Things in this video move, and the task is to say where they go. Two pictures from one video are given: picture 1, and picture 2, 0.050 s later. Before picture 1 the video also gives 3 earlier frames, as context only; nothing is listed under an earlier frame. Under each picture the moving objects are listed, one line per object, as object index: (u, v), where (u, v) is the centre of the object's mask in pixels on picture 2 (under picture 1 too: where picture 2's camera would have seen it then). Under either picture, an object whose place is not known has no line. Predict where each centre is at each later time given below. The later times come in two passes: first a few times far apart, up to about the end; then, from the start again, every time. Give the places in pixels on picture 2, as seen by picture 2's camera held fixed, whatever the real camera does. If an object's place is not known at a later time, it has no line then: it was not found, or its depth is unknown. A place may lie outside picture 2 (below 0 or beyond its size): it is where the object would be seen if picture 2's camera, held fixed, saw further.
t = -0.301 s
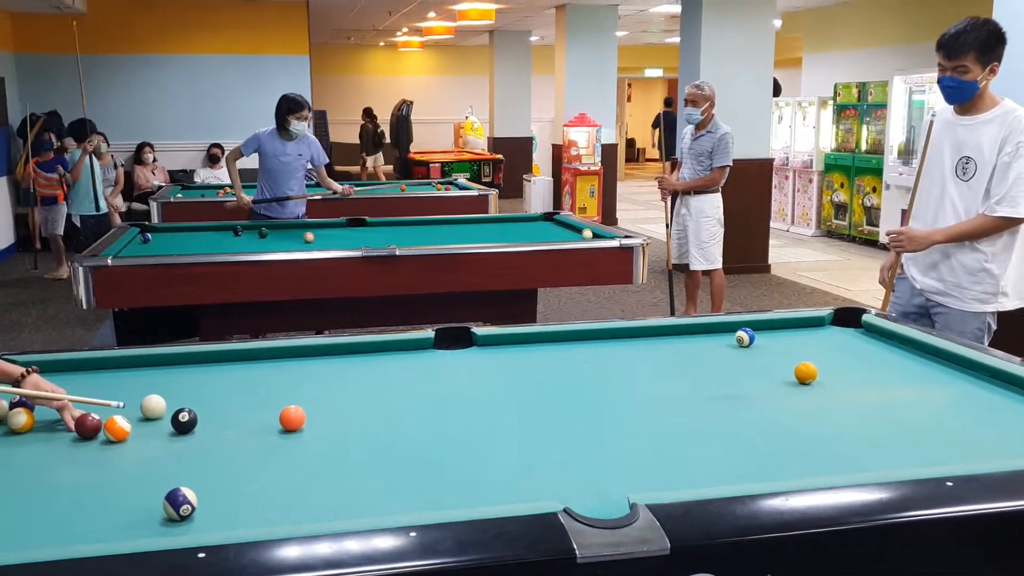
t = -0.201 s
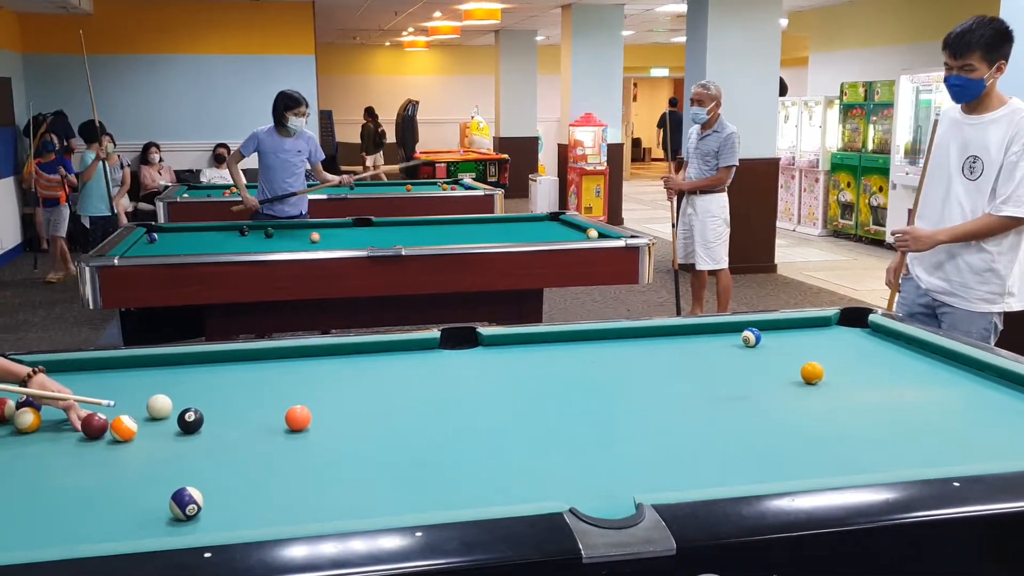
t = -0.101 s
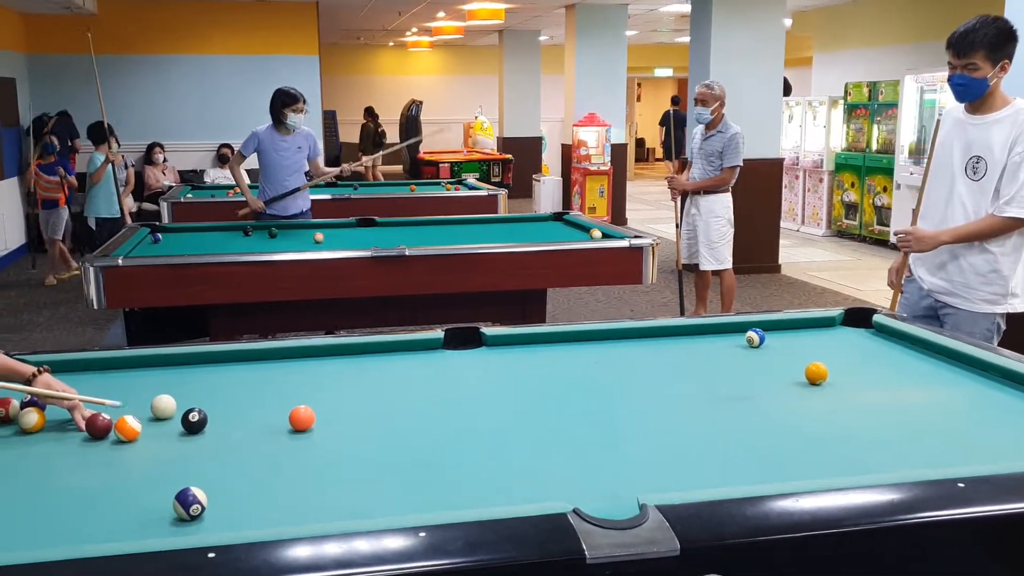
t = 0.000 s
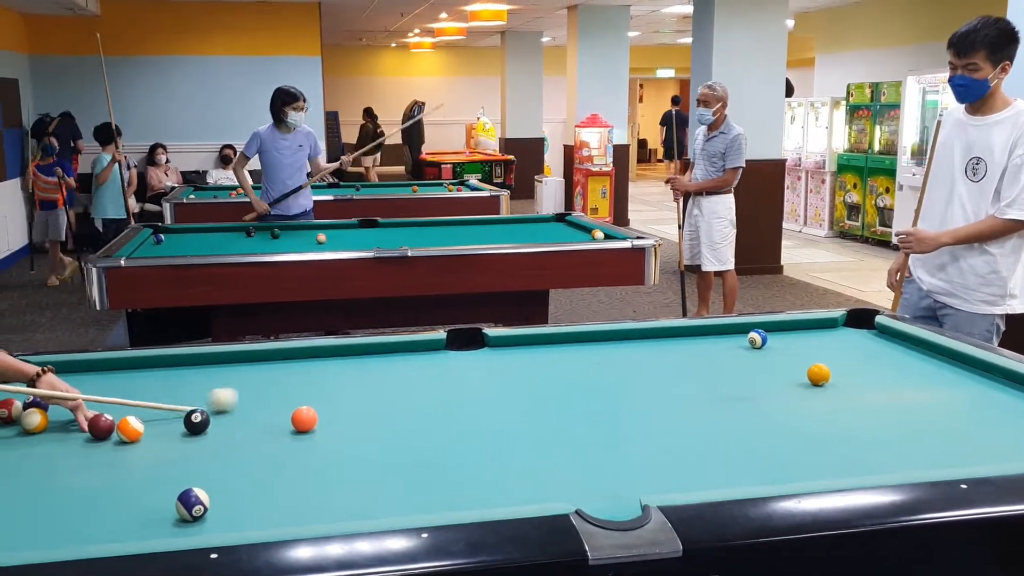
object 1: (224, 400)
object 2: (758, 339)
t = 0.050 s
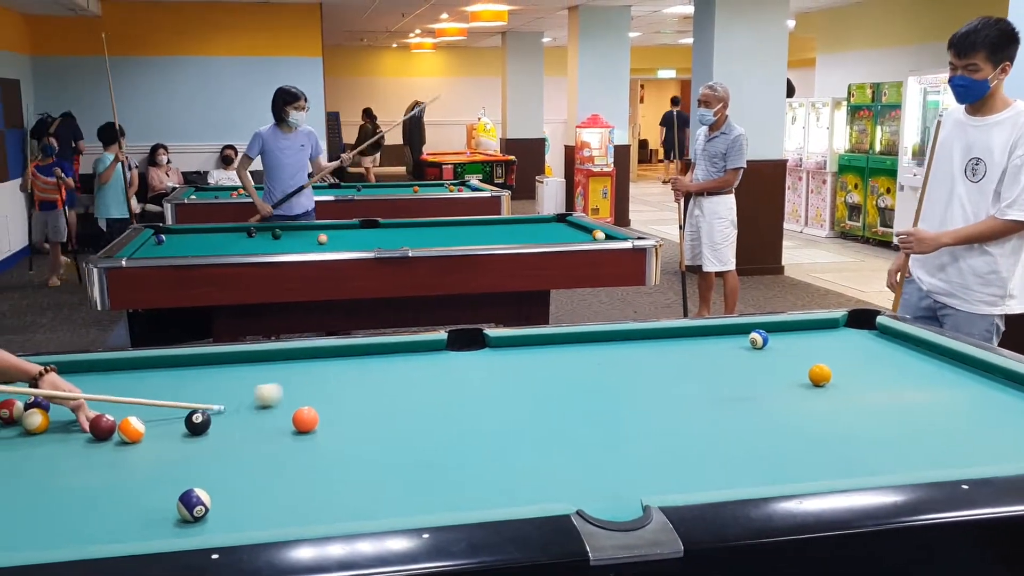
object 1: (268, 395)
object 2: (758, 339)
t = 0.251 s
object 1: (397, 379)
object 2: (759, 339)
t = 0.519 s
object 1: (516, 365)
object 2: (758, 339)
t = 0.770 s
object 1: (615, 352)
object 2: (758, 339)
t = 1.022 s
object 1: (705, 342)
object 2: (758, 339)
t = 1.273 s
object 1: (750, 331)
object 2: (796, 340)
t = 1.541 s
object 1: (779, 329)
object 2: (851, 342)
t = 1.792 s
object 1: (806, 333)
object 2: (903, 344)
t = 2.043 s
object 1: (830, 335)
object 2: (912, 346)
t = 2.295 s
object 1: (852, 338)
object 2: (899, 349)
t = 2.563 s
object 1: (873, 339)
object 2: (886, 352)
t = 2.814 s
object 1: (893, 341)
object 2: (876, 354)
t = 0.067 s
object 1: (281, 393)
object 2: (758, 339)
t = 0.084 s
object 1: (294, 391)
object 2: (758, 339)
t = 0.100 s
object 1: (307, 390)
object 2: (758, 339)
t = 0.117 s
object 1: (319, 389)
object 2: (758, 339)
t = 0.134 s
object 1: (330, 387)
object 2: (758, 339)
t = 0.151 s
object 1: (341, 386)
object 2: (758, 339)
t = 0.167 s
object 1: (352, 385)
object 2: (758, 339)
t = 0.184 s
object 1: (363, 383)
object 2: (759, 339)
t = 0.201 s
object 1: (372, 382)
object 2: (759, 339)
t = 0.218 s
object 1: (381, 381)
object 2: (758, 339)
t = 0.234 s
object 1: (389, 380)
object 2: (759, 339)
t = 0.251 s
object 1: (397, 379)
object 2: (759, 339)
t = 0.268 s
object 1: (405, 378)
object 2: (759, 339)
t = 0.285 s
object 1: (413, 377)
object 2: (759, 339)
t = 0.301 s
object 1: (421, 376)
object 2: (759, 339)
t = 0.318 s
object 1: (429, 375)
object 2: (759, 339)
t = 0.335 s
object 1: (437, 374)
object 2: (758, 339)
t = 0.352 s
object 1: (444, 373)
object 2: (758, 339)
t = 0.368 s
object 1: (452, 372)
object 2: (758, 339)
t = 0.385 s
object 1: (459, 371)
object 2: (758, 339)
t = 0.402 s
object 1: (467, 371)
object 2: (758, 339)
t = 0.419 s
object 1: (473, 370)
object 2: (758, 339)
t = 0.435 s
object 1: (481, 369)
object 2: (758, 339)
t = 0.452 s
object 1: (489, 368)
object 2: (758, 339)
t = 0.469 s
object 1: (495, 367)
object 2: (758, 339)
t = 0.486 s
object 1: (502, 366)
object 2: (758, 339)
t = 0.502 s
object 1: (510, 365)
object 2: (758, 339)
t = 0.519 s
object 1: (516, 365)
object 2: (758, 339)
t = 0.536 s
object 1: (523, 364)
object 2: (758, 339)
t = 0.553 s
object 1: (530, 363)
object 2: (758, 339)
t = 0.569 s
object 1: (537, 362)
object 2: (758, 339)
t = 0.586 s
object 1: (544, 361)
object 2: (758, 339)
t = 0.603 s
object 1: (551, 360)
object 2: (758, 339)
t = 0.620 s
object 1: (557, 360)
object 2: (758, 339)
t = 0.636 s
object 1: (564, 359)
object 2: (758, 339)
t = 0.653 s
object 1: (570, 358)
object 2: (758, 339)
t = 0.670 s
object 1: (577, 357)
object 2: (758, 339)
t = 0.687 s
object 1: (583, 357)
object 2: (758, 339)
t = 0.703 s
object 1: (590, 356)
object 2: (758, 339)
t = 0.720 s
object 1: (597, 355)
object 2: (758, 339)
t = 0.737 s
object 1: (603, 354)
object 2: (758, 339)
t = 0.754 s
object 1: (609, 353)
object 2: (758, 339)
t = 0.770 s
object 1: (615, 352)
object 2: (758, 339)
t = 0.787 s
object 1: (621, 352)
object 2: (758, 339)
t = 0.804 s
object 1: (628, 351)
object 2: (758, 339)
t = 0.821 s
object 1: (634, 350)
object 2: (758, 339)
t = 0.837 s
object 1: (640, 349)
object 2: (758, 339)
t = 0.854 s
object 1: (646, 349)
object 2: (758, 339)
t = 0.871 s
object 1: (652, 348)
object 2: (758, 339)
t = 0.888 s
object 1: (658, 348)
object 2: (758, 339)
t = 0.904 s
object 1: (664, 347)
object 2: (758, 339)
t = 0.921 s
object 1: (670, 346)
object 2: (758, 339)
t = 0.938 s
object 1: (676, 345)
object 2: (758, 339)
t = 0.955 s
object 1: (682, 344)
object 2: (758, 339)
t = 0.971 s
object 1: (688, 344)
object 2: (758, 339)
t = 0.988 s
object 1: (693, 343)
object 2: (758, 339)
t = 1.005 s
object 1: (699, 342)
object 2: (758, 339)
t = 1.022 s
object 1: (705, 342)
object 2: (758, 339)
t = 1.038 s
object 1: (710, 341)
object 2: (758, 339)
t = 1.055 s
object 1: (716, 340)
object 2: (758, 339)
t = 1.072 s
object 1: (721, 339)
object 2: (758, 339)
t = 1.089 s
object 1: (727, 339)
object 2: (758, 339)
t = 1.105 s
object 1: (732, 338)
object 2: (758, 339)
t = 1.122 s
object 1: (737, 337)
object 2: (758, 339)
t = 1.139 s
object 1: (739, 337)
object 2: (763, 339)
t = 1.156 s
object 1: (740, 336)
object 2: (767, 339)
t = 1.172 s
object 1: (741, 335)
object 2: (772, 339)
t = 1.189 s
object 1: (742, 334)
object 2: (777, 340)
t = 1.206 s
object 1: (744, 334)
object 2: (780, 340)
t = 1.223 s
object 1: (745, 333)
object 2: (785, 340)
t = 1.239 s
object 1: (747, 332)
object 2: (788, 340)
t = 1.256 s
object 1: (749, 331)
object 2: (792, 339)
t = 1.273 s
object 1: (750, 331)
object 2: (796, 340)
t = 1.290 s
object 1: (752, 330)
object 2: (799, 340)
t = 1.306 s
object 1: (753, 330)
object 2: (803, 340)
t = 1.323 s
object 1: (755, 329)
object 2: (807, 340)
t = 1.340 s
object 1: (756, 328)
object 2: (810, 341)
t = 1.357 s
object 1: (758, 328)
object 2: (814, 341)
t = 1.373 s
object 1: (760, 328)
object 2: (816, 341)
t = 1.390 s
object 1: (762, 328)
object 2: (820, 341)
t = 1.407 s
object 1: (764, 328)
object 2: (824, 341)
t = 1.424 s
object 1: (765, 329)
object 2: (827, 341)
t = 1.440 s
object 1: (767, 329)
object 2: (831, 341)
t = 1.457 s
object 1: (769, 329)
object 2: (834, 342)
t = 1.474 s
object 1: (771, 329)
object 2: (838, 342)
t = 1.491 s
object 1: (773, 329)
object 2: (841, 342)
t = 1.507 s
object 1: (775, 329)
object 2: (844, 342)
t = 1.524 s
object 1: (777, 330)
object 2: (848, 342)
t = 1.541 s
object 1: (779, 329)
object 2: (851, 342)
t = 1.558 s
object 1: (781, 330)
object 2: (855, 342)
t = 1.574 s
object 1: (782, 330)
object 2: (859, 342)
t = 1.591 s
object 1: (784, 330)
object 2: (862, 342)
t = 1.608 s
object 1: (786, 330)
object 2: (865, 342)
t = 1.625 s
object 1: (787, 330)
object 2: (869, 342)
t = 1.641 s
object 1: (788, 330)
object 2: (871, 342)
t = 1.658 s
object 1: (790, 330)
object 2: (875, 342)
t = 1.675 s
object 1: (791, 330)
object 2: (877, 342)
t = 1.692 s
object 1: (793, 330)
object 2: (880, 342)
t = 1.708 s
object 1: (795, 331)
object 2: (884, 343)
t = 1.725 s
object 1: (798, 331)
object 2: (888, 343)
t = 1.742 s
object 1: (800, 332)
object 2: (892, 343)
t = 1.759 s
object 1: (802, 332)
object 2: (896, 344)
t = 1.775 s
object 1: (804, 333)
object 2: (900, 344)
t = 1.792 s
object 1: (806, 333)
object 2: (903, 344)
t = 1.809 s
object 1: (807, 333)
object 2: (905, 344)
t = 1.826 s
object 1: (808, 332)
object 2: (908, 344)
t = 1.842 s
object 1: (809, 332)
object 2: (910, 344)
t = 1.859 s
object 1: (810, 332)
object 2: (913, 344)
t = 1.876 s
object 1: (812, 333)
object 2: (917, 344)
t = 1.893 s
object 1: (815, 333)
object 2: (919, 344)
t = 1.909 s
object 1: (817, 334)
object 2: (918, 345)
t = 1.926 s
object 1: (818, 334)
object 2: (917, 345)
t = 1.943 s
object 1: (820, 334)
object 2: (917, 345)
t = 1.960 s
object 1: (822, 334)
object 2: (915, 346)
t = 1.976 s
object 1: (823, 334)
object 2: (914, 346)
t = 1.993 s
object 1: (825, 335)
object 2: (914, 346)
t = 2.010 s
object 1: (827, 335)
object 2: (913, 346)
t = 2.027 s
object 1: (828, 335)
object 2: (913, 346)
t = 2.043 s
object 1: (830, 335)
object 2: (912, 346)
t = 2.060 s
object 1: (831, 335)
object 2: (911, 347)
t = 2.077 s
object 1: (833, 336)
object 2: (910, 347)
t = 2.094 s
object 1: (835, 335)
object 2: (909, 347)
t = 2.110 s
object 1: (836, 336)
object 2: (908, 347)
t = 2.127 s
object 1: (838, 336)
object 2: (907, 347)
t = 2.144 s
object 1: (839, 336)
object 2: (906, 348)
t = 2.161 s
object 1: (841, 336)
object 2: (906, 348)
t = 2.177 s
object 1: (842, 336)
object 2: (905, 348)
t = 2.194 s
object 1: (843, 337)
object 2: (904, 348)
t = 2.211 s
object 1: (845, 337)
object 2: (903, 348)
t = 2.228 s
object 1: (846, 337)
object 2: (903, 348)
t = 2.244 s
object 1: (847, 337)
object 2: (902, 348)
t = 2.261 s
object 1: (849, 337)
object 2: (900, 349)
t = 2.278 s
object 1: (850, 337)
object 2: (900, 349)
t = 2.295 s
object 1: (852, 338)
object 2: (899, 349)
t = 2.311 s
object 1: (853, 338)
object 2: (898, 349)
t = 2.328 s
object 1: (855, 338)
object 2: (897, 349)
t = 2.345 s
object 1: (855, 338)
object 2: (896, 349)
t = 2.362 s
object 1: (857, 338)
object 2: (895, 349)
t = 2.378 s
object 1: (858, 338)
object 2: (895, 350)
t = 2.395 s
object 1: (860, 338)
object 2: (894, 350)
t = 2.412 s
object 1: (861, 338)
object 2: (893, 350)
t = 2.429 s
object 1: (862, 339)
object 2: (892, 350)
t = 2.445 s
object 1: (864, 339)
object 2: (891, 350)
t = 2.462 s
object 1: (865, 339)
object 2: (891, 350)
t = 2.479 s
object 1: (866, 339)
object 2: (890, 351)
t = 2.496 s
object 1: (868, 339)
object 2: (889, 351)
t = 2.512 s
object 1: (870, 339)
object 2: (889, 351)
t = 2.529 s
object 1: (871, 339)
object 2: (888, 351)
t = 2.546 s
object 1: (872, 339)
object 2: (888, 351)
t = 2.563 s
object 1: (873, 339)
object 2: (886, 352)
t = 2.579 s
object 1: (874, 339)
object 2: (886, 352)
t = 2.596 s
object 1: (875, 339)
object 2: (885, 352)
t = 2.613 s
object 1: (876, 338)
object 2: (884, 352)
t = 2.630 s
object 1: (878, 338)
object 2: (883, 352)
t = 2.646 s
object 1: (879, 338)
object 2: (882, 352)
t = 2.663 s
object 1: (881, 338)
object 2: (882, 353)
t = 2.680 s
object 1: (882, 338)
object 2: (881, 353)
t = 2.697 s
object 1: (883, 339)
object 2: (880, 354)
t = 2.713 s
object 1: (885, 339)
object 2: (880, 354)
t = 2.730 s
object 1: (886, 339)
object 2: (879, 354)
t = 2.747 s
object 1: (887, 340)
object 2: (879, 354)
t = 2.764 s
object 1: (889, 340)
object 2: (878, 354)
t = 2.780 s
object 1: (891, 341)
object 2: (877, 354)
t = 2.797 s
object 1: (891, 341)
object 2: (877, 354)
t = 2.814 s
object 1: (893, 341)
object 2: (876, 354)
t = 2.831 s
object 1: (894, 342)
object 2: (876, 354)
